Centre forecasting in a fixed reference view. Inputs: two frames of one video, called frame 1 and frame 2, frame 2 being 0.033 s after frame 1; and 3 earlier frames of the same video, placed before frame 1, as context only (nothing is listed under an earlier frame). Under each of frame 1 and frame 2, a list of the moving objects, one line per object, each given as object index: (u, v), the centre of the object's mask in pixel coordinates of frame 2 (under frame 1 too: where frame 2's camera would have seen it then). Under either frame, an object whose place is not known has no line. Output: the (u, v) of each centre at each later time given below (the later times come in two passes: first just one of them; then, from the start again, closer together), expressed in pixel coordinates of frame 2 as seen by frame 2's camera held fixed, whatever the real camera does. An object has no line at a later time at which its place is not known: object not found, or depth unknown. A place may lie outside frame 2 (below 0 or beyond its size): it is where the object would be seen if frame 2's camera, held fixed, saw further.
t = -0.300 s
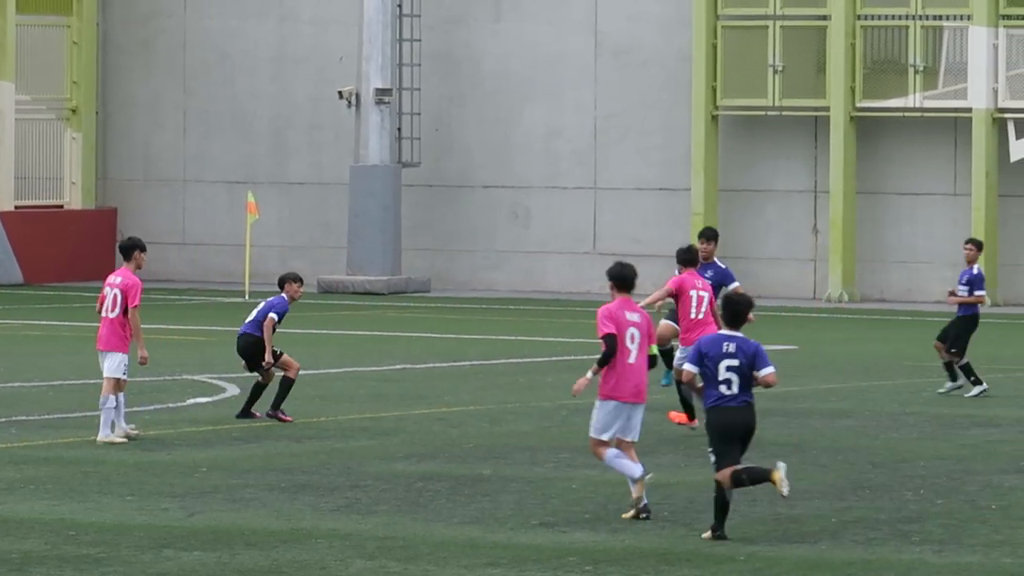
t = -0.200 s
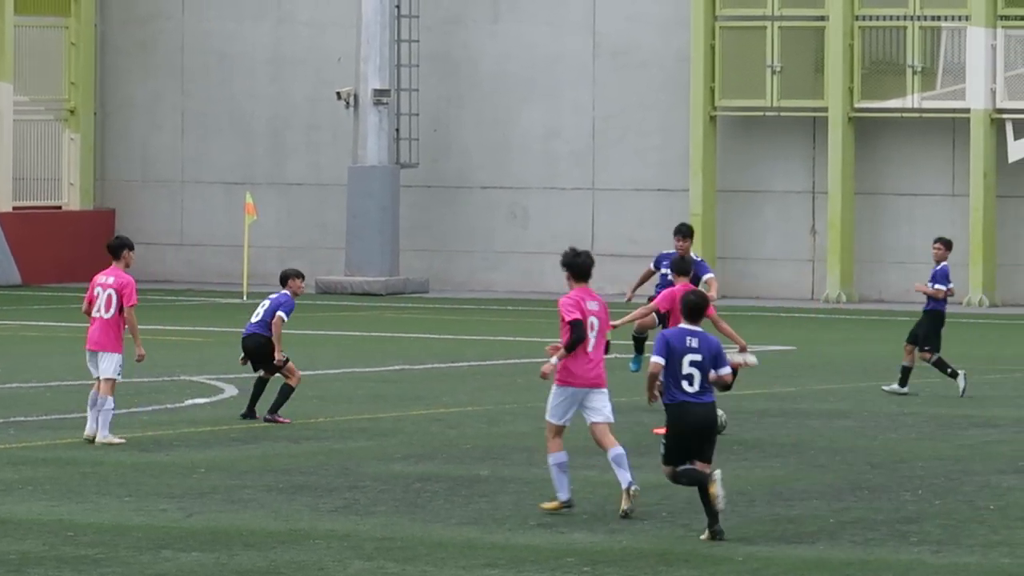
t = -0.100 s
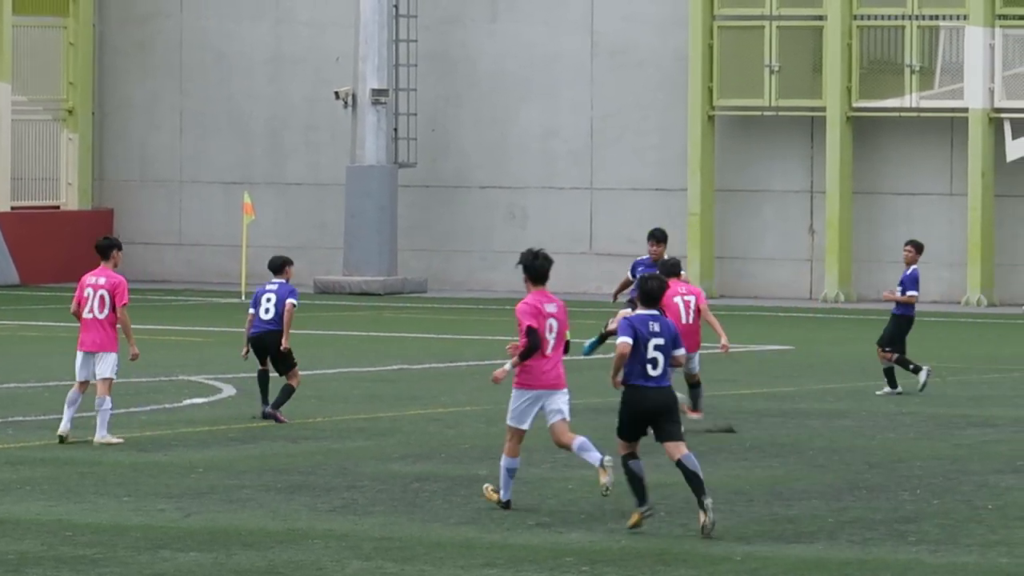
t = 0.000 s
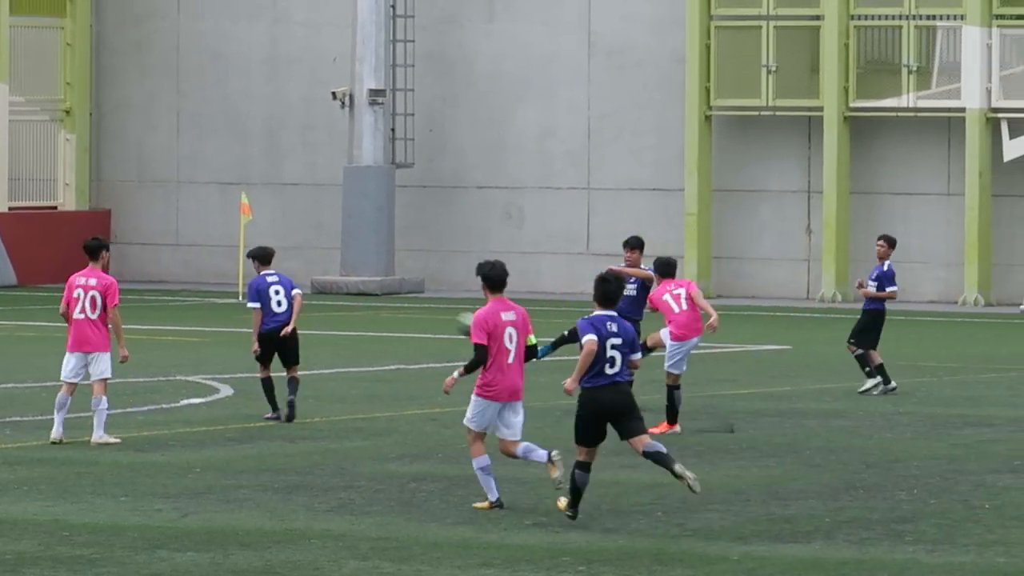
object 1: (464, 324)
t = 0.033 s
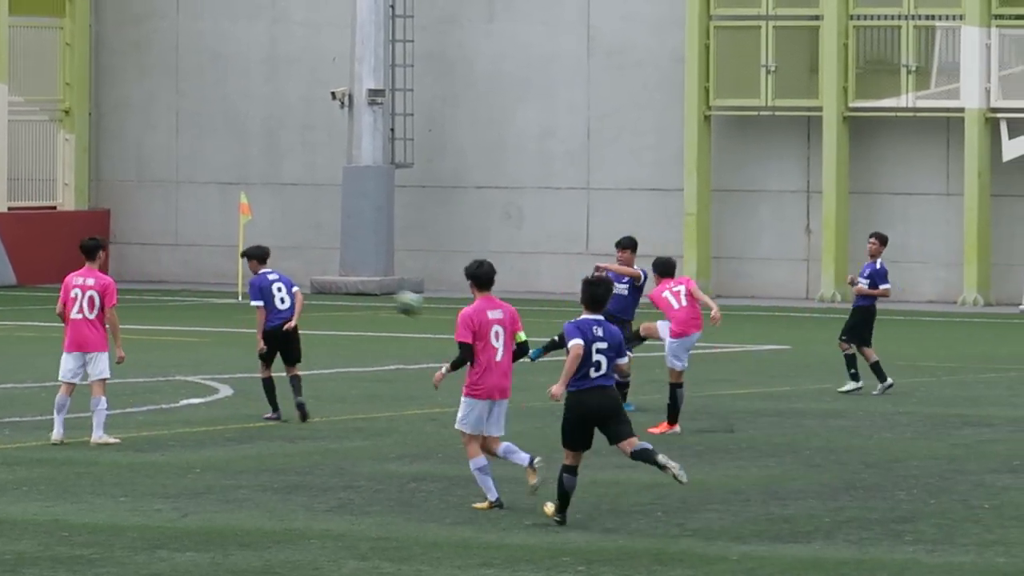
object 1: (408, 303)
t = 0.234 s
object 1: (68, 191)
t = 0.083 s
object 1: (316, 270)
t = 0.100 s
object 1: (286, 261)
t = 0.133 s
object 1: (228, 243)
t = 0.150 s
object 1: (202, 233)
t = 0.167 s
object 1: (177, 225)
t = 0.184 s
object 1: (149, 216)
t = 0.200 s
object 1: (122, 207)
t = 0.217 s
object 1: (95, 199)
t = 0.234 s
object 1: (68, 191)
